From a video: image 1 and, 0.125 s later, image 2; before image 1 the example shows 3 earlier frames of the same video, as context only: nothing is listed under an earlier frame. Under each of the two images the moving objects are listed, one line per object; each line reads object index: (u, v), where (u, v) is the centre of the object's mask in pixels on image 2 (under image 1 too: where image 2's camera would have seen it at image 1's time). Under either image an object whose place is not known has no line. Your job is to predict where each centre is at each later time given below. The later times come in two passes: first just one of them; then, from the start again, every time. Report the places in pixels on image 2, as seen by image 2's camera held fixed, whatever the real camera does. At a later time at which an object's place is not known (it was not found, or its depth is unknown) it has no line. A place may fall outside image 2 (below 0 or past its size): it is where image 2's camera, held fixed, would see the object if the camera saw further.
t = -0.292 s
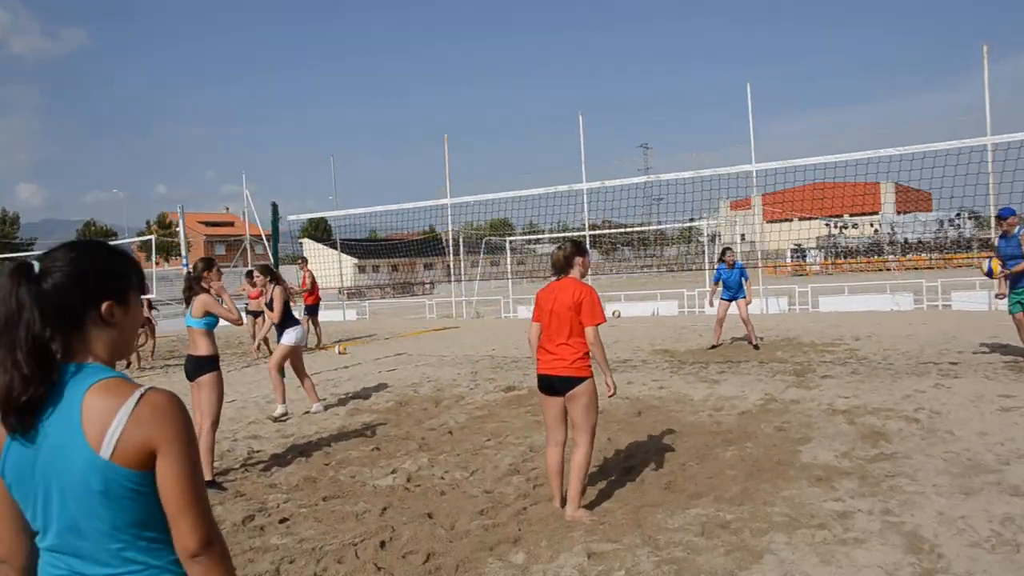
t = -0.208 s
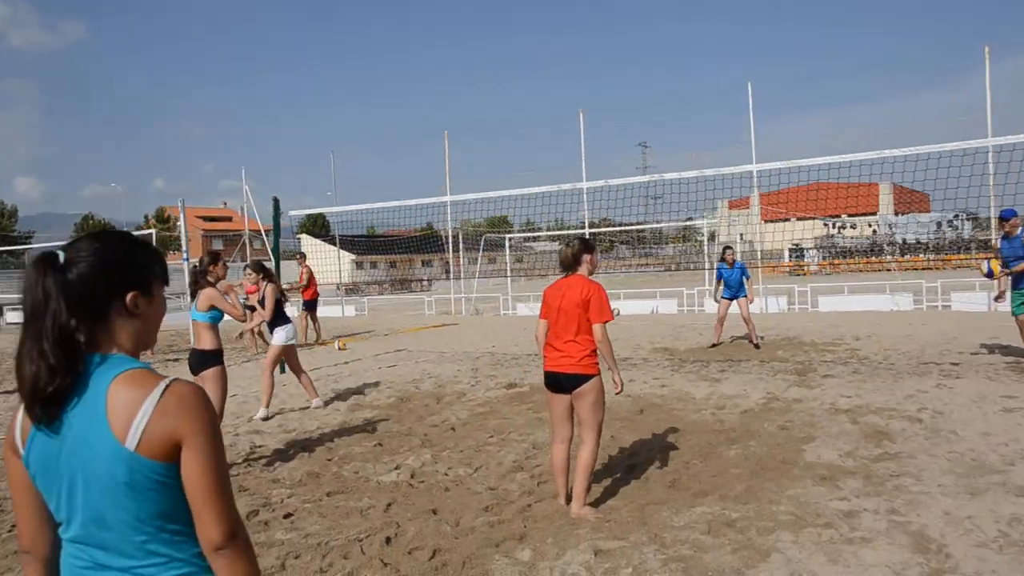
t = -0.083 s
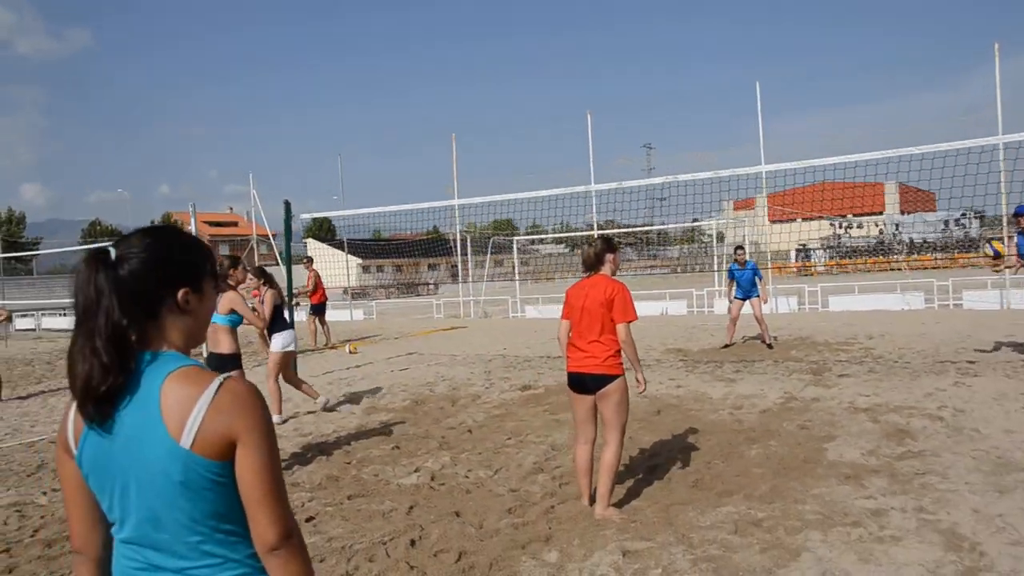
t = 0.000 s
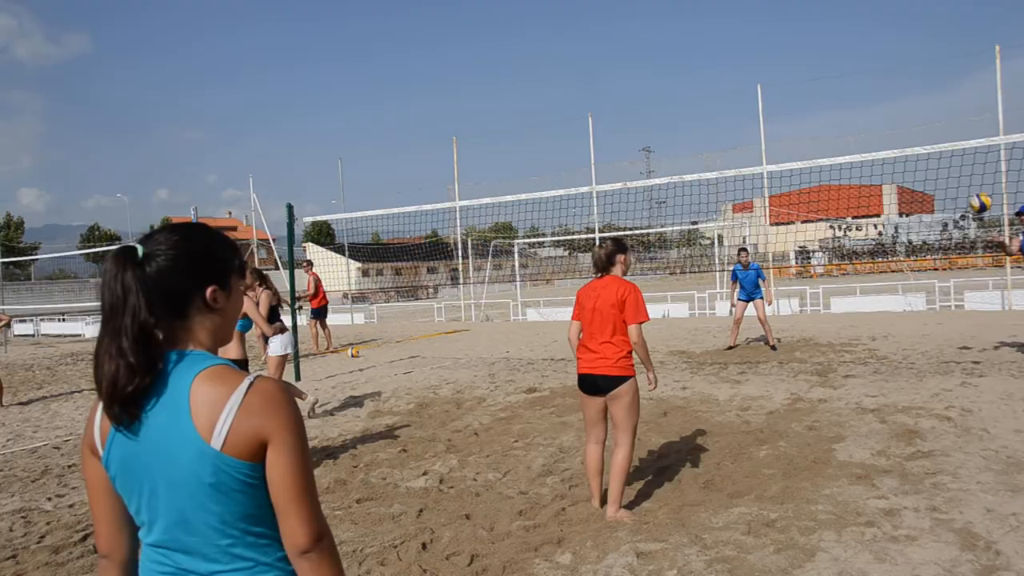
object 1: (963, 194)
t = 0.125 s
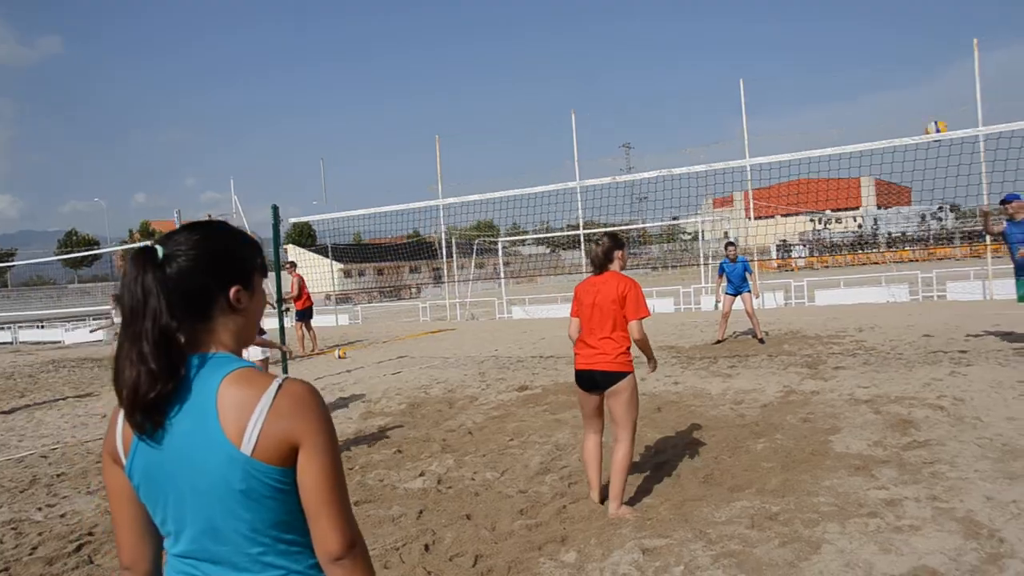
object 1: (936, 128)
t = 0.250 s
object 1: (906, 79)
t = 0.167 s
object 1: (926, 112)
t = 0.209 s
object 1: (917, 94)
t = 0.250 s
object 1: (906, 79)
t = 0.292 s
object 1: (895, 64)
